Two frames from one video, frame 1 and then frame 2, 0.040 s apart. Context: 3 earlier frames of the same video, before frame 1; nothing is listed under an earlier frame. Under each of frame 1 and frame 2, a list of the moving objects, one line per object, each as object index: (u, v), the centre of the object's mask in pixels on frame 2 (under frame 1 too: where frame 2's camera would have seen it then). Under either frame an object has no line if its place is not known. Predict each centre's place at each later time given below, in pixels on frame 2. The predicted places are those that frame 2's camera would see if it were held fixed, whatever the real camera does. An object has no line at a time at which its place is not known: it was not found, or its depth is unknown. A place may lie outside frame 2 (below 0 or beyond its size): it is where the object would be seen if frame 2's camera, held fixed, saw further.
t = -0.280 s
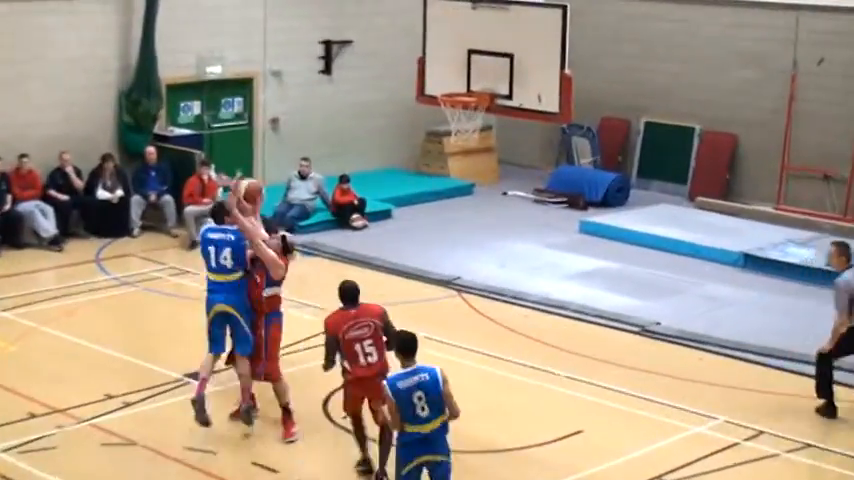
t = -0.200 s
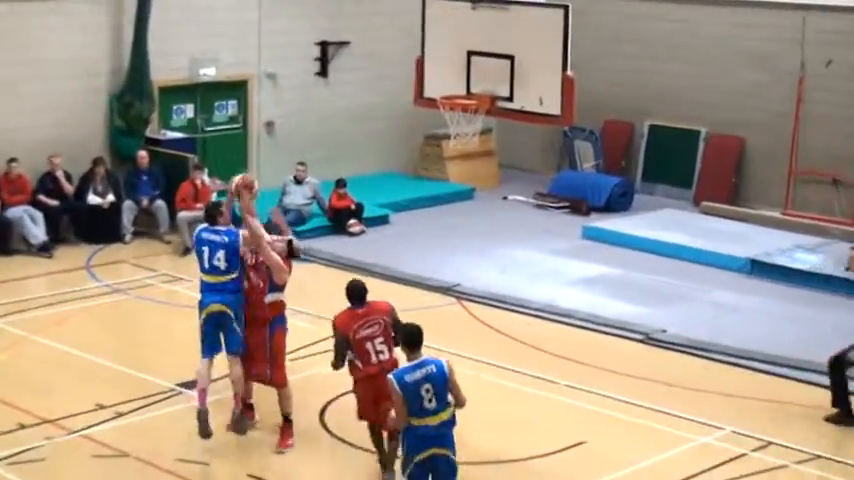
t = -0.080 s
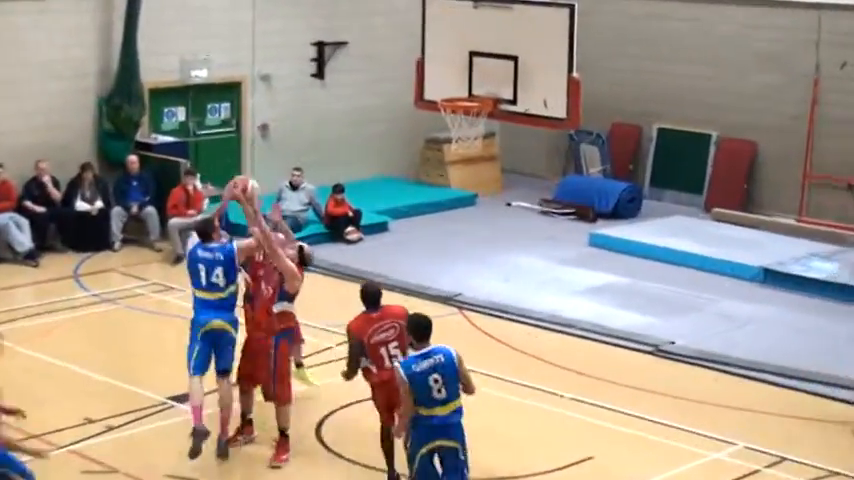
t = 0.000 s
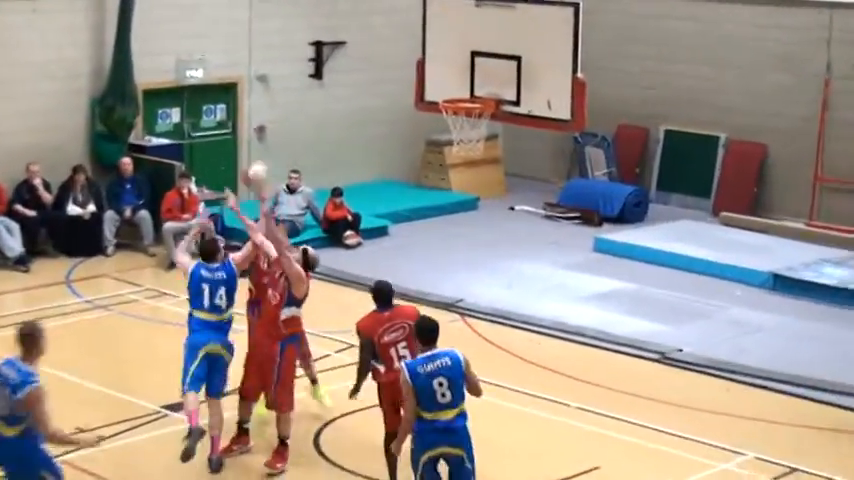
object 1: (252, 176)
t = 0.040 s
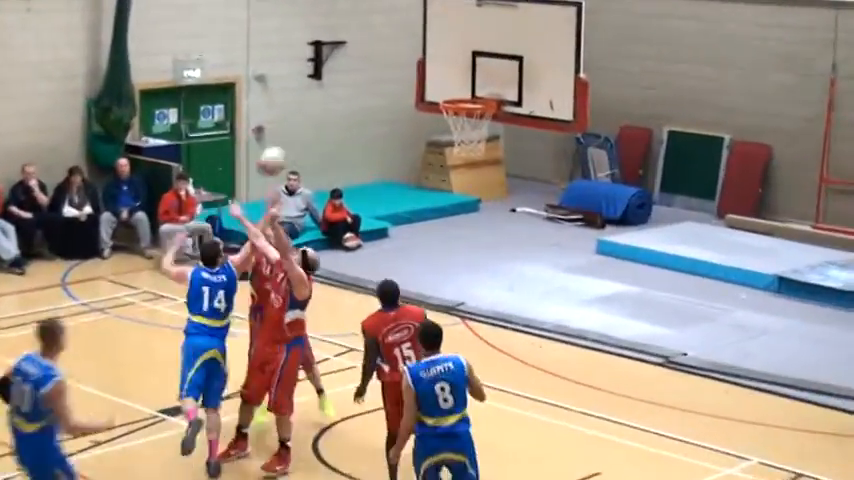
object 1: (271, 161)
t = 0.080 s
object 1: (289, 146)
